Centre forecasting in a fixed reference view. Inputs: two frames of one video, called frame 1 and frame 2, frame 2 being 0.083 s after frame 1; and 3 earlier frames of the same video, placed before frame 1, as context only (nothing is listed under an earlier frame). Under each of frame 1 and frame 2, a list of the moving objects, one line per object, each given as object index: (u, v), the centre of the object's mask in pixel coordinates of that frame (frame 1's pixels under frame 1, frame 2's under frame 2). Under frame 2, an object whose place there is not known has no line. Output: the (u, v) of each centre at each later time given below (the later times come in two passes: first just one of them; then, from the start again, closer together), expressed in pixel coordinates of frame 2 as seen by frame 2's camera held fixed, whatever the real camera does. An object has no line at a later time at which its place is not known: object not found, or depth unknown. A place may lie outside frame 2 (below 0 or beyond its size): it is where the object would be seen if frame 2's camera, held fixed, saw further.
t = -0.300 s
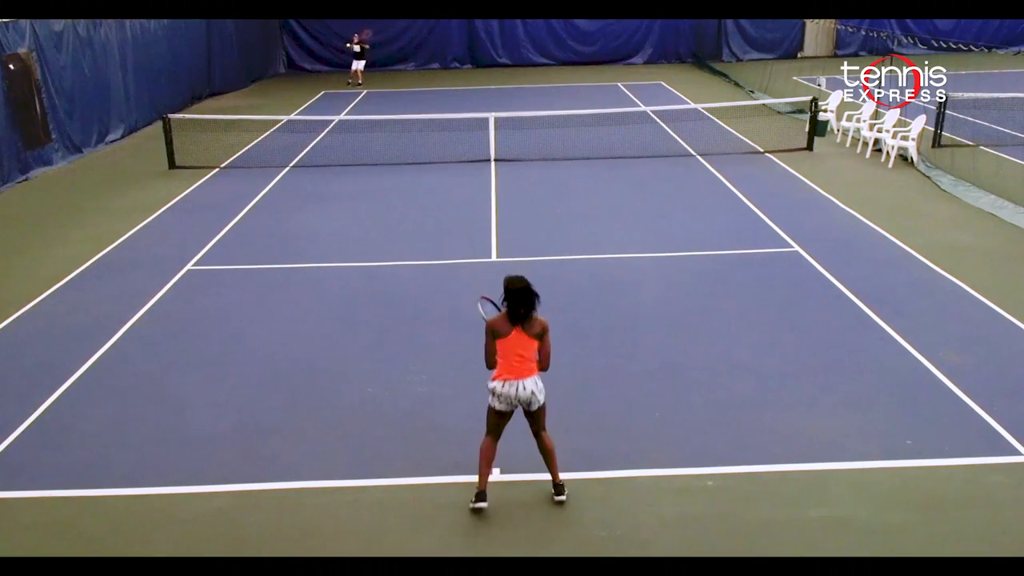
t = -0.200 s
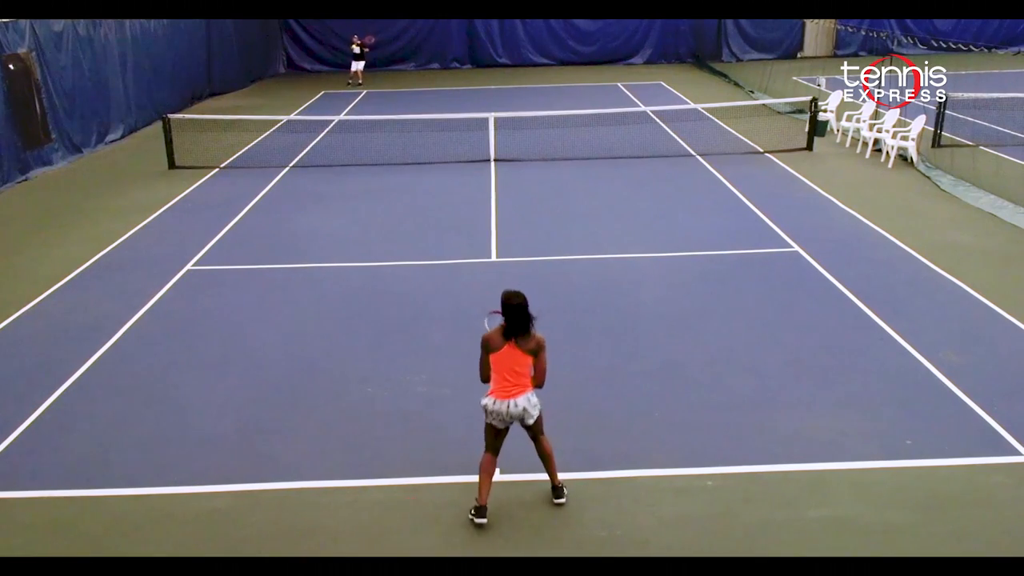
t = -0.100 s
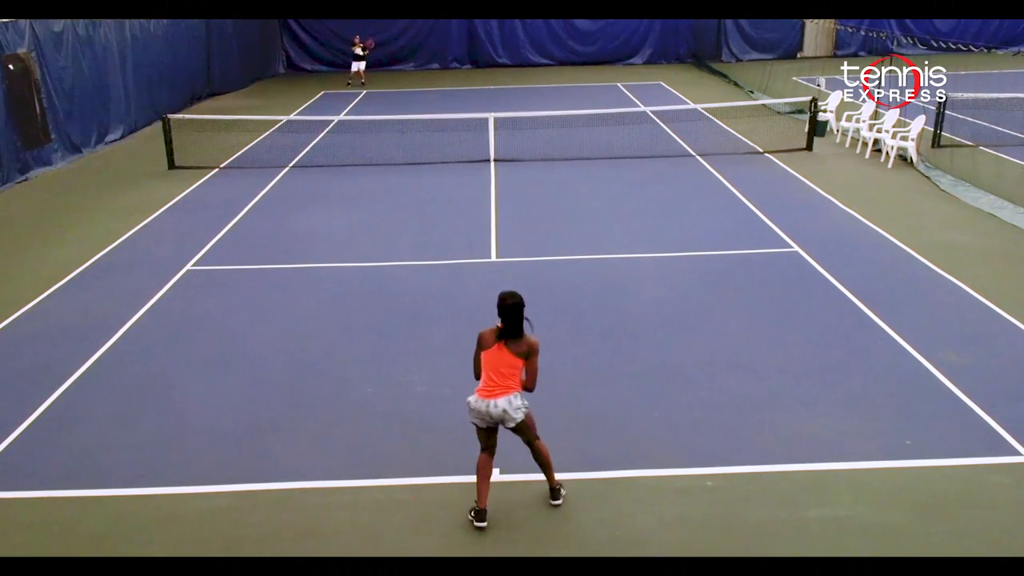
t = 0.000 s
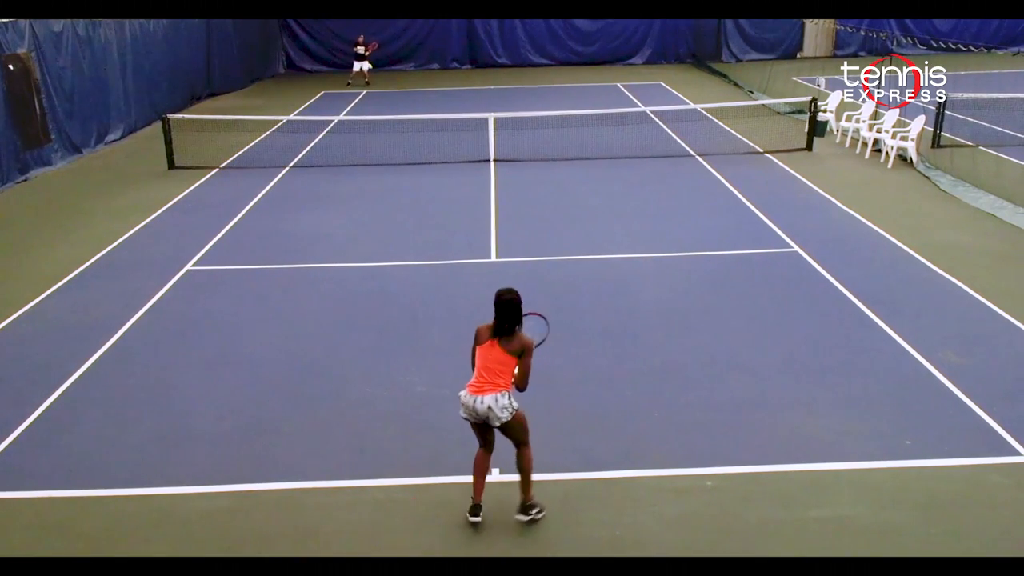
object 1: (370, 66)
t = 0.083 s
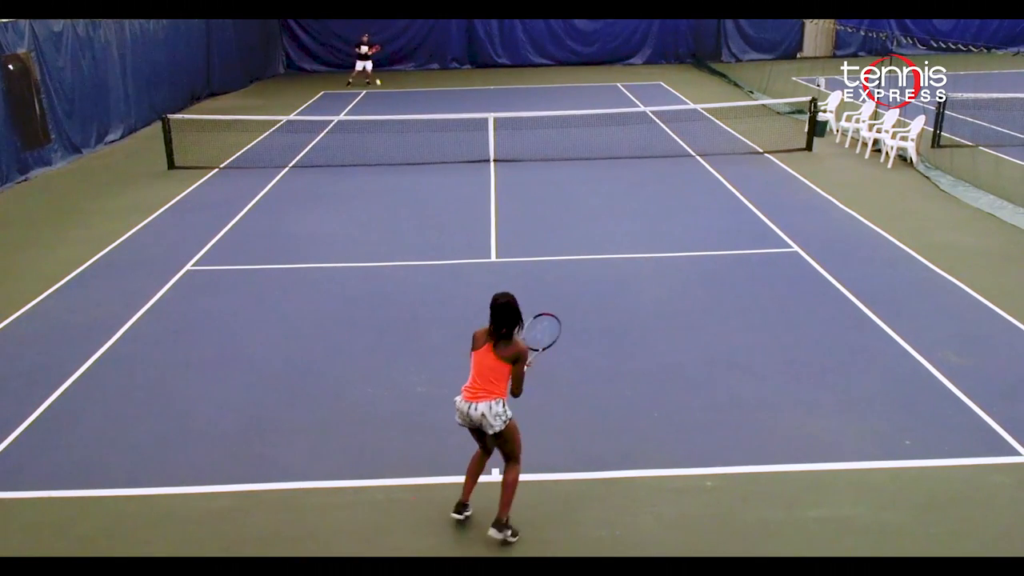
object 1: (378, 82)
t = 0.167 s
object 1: (388, 104)
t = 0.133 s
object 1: (384, 94)
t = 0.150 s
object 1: (385, 98)
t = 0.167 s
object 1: (388, 104)
